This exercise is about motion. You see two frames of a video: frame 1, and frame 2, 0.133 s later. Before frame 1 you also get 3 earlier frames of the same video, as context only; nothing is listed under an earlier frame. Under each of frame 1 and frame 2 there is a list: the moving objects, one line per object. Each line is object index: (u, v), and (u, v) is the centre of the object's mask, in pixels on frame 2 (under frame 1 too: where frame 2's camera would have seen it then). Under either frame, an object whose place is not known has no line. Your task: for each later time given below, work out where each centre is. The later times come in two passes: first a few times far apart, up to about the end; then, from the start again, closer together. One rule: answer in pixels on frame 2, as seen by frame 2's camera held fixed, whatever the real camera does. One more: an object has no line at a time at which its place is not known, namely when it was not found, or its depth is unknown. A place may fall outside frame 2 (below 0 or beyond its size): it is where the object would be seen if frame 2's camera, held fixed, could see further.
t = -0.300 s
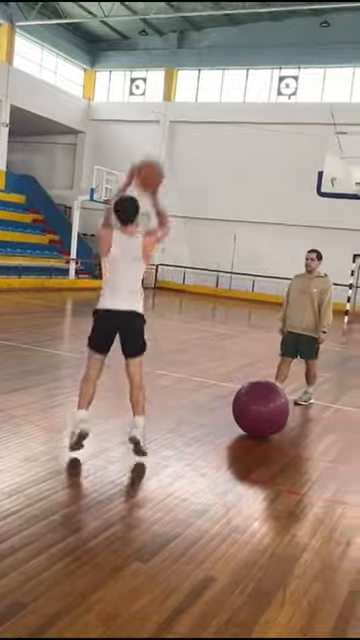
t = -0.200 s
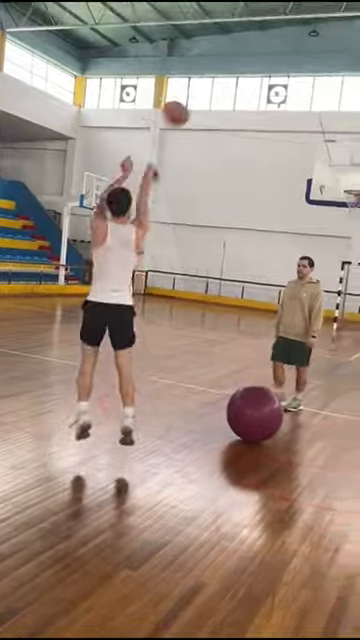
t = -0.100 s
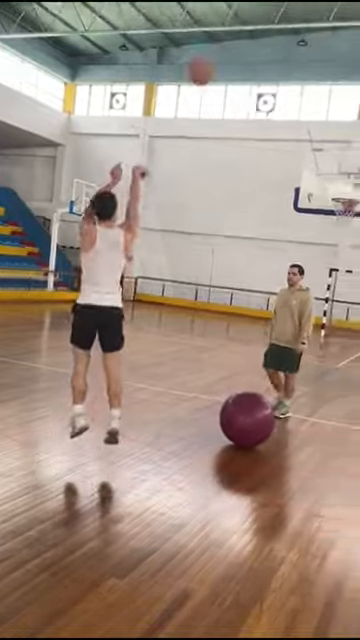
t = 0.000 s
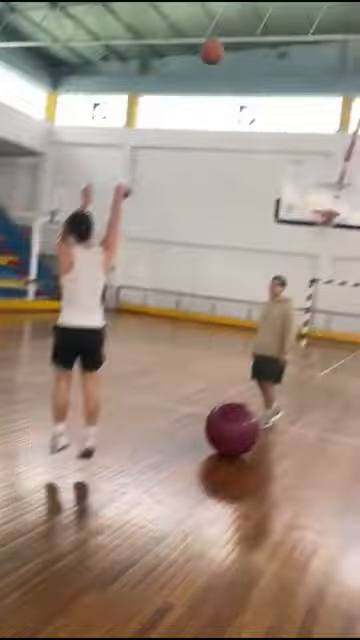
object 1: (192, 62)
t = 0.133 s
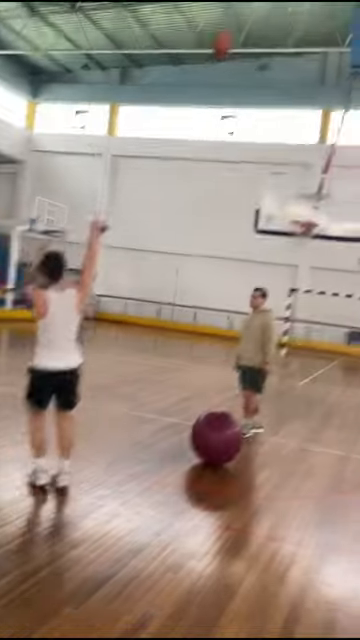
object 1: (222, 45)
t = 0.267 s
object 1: (245, 40)
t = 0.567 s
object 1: (279, 81)
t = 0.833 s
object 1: (297, 154)
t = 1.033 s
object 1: (304, 219)
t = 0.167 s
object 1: (228, 42)
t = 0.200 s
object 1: (233, 41)
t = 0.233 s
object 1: (239, 41)
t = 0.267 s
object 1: (245, 40)
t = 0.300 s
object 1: (250, 40)
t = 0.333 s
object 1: (254, 45)
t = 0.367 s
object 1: (258, 47)
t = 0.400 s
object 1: (263, 53)
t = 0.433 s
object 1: (267, 57)
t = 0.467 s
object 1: (271, 62)
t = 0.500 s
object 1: (273, 67)
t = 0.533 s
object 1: (277, 74)
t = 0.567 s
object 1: (279, 81)
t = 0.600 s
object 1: (283, 90)
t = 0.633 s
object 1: (285, 96)
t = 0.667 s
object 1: (288, 106)
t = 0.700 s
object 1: (290, 114)
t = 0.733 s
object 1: (292, 123)
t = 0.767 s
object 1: (294, 133)
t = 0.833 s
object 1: (297, 154)
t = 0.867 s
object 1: (299, 164)
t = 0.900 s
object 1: (299, 176)
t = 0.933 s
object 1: (301, 186)
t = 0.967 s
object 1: (302, 197)
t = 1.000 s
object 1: (303, 210)
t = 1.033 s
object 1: (304, 219)
